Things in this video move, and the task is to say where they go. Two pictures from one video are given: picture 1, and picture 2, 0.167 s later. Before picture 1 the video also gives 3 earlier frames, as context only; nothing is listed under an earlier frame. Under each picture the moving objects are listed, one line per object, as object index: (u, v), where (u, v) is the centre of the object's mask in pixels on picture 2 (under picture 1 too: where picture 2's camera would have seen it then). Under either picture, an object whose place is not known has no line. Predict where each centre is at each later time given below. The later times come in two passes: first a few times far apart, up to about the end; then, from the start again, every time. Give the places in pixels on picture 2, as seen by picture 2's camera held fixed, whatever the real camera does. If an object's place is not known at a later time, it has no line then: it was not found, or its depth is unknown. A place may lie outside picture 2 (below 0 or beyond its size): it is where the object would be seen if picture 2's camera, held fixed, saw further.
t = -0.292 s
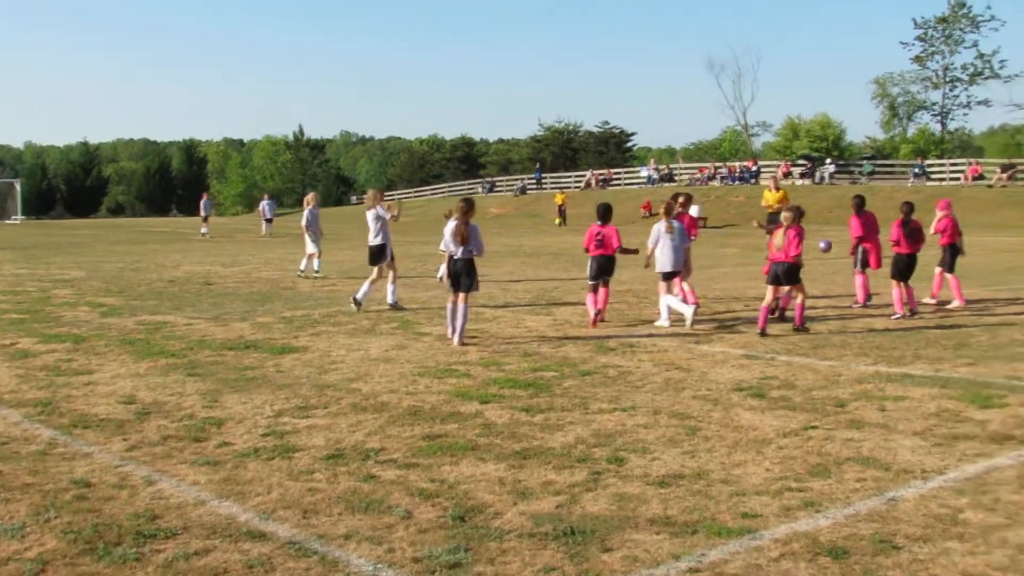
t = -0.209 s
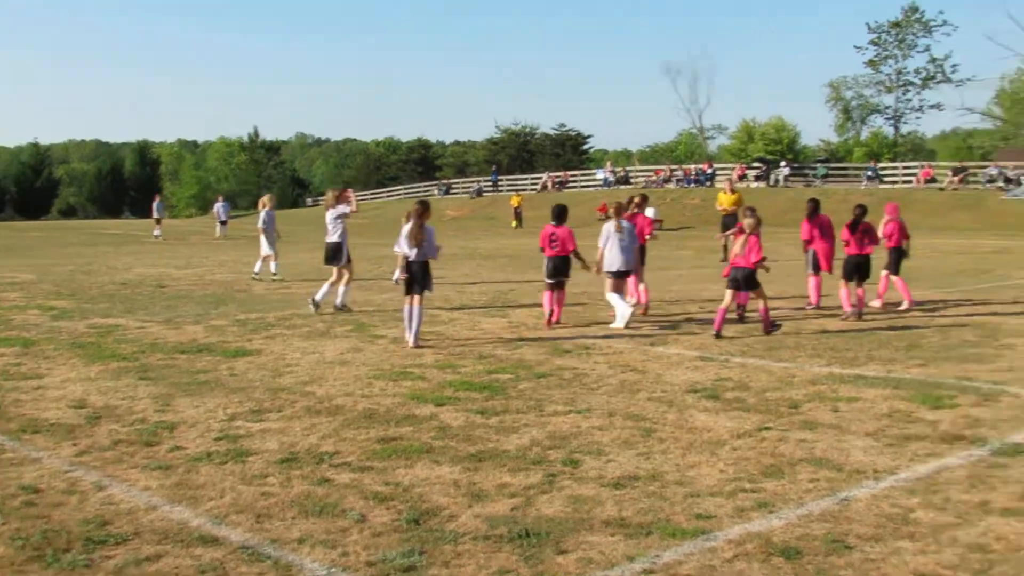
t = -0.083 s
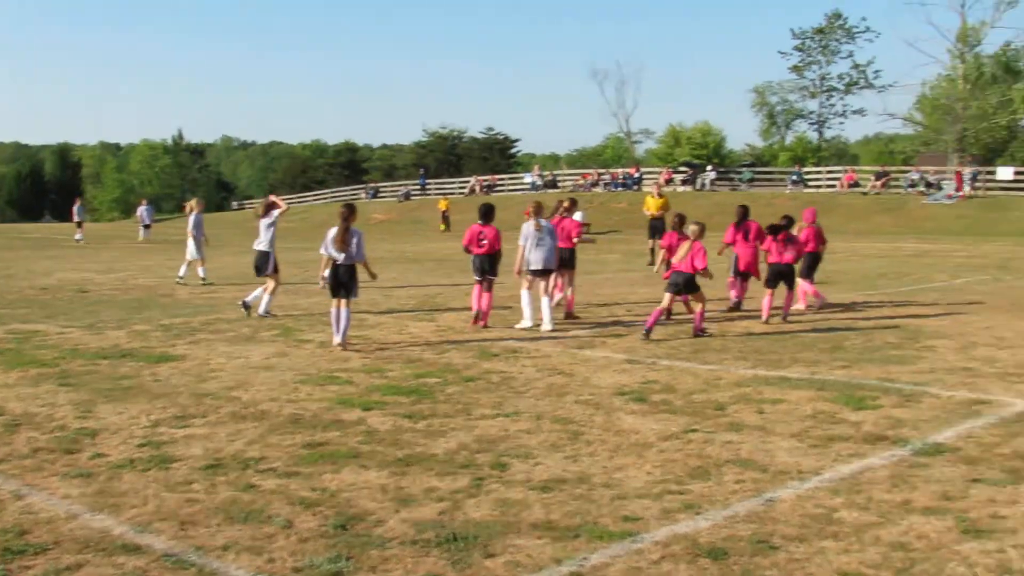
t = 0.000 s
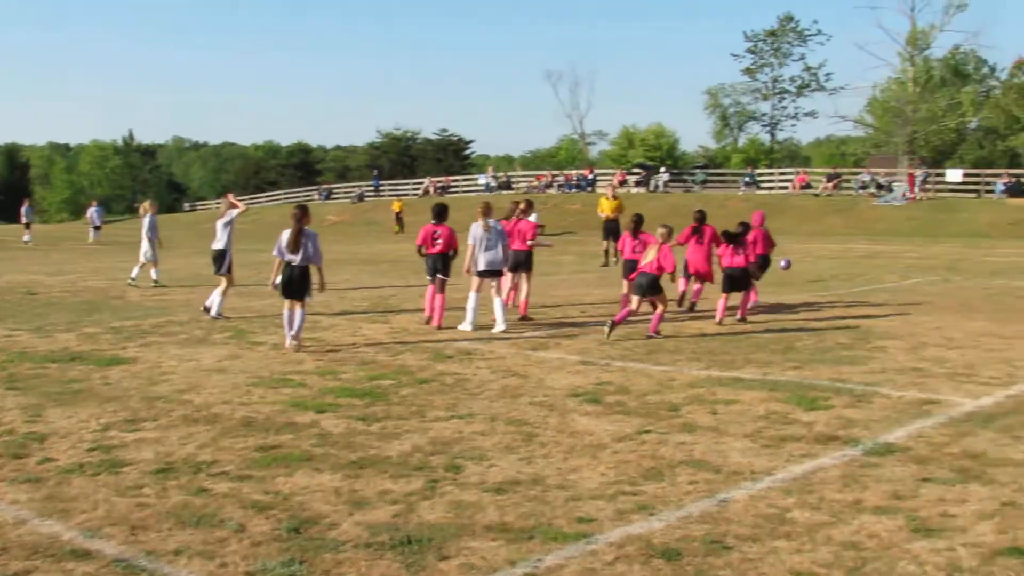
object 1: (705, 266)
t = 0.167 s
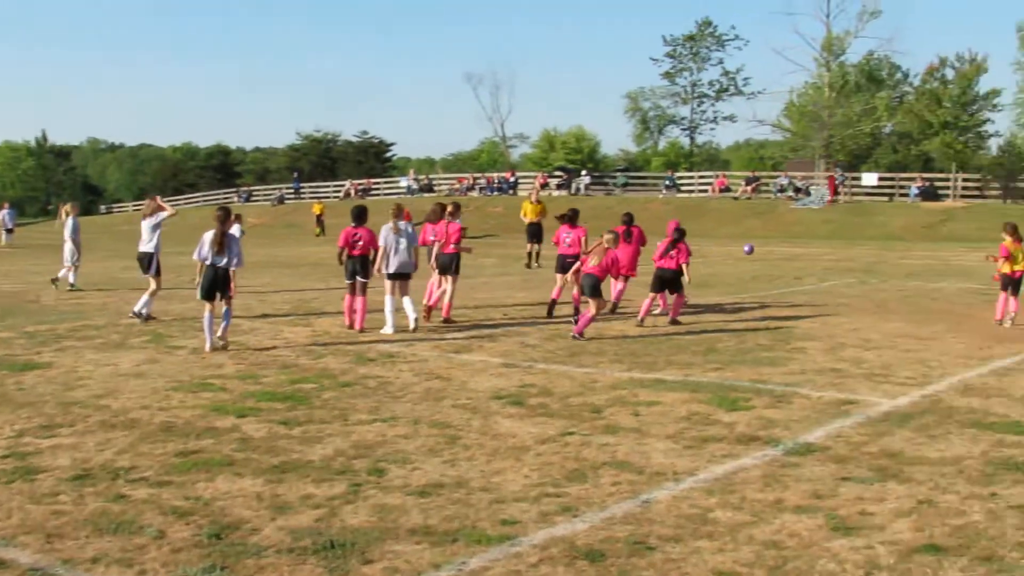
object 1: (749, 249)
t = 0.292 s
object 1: (778, 248)
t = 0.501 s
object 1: (821, 263)
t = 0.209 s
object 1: (758, 248)
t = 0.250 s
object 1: (769, 247)
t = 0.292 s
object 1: (778, 248)
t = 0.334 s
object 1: (787, 249)
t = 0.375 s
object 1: (797, 251)
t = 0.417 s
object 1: (804, 254)
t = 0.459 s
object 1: (813, 258)
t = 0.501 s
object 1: (821, 263)
